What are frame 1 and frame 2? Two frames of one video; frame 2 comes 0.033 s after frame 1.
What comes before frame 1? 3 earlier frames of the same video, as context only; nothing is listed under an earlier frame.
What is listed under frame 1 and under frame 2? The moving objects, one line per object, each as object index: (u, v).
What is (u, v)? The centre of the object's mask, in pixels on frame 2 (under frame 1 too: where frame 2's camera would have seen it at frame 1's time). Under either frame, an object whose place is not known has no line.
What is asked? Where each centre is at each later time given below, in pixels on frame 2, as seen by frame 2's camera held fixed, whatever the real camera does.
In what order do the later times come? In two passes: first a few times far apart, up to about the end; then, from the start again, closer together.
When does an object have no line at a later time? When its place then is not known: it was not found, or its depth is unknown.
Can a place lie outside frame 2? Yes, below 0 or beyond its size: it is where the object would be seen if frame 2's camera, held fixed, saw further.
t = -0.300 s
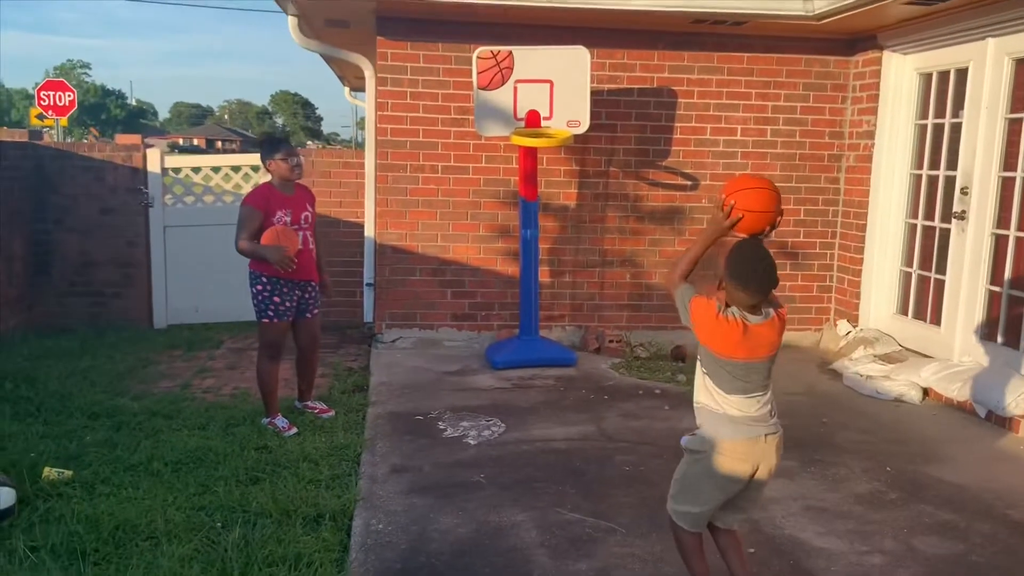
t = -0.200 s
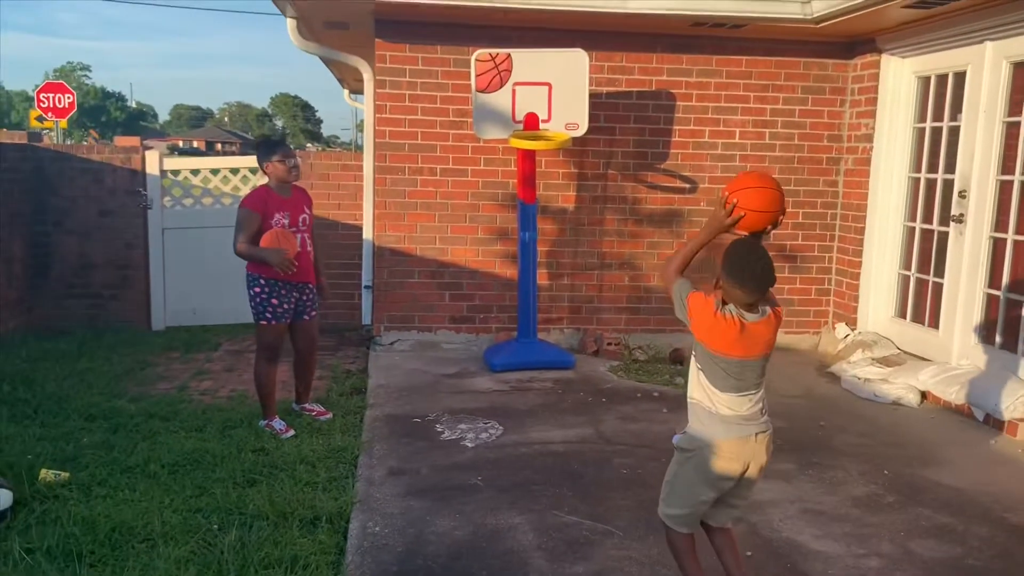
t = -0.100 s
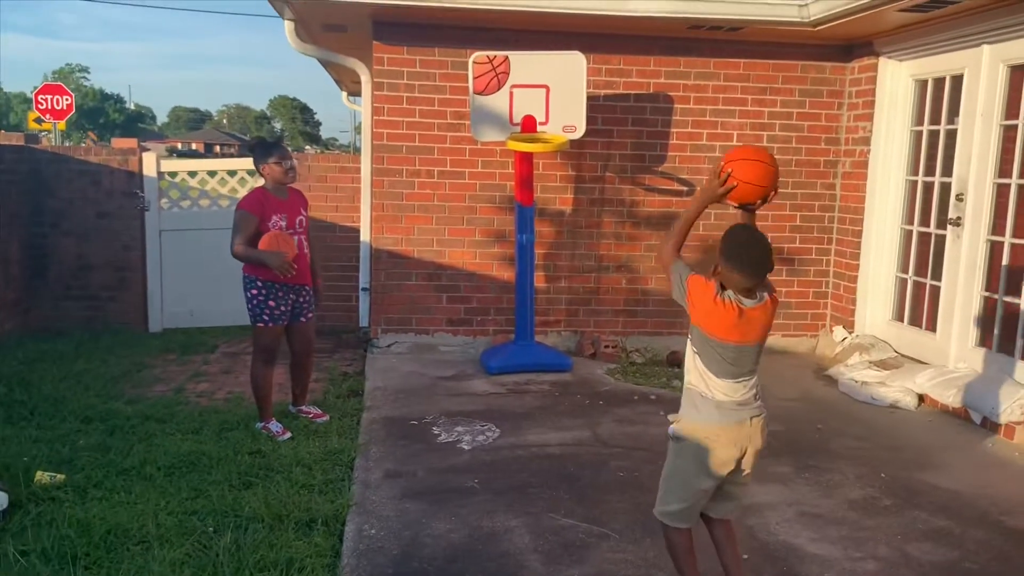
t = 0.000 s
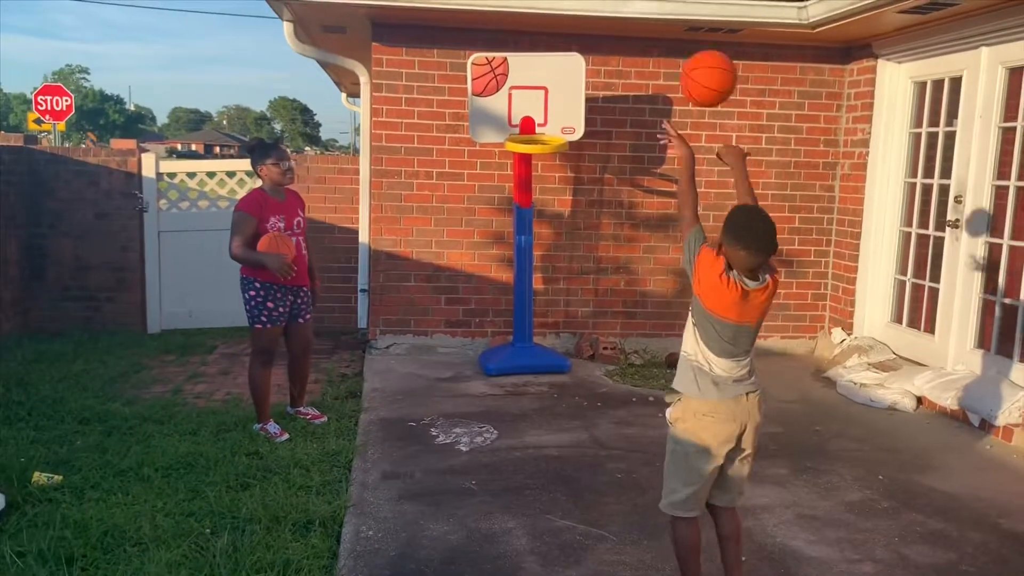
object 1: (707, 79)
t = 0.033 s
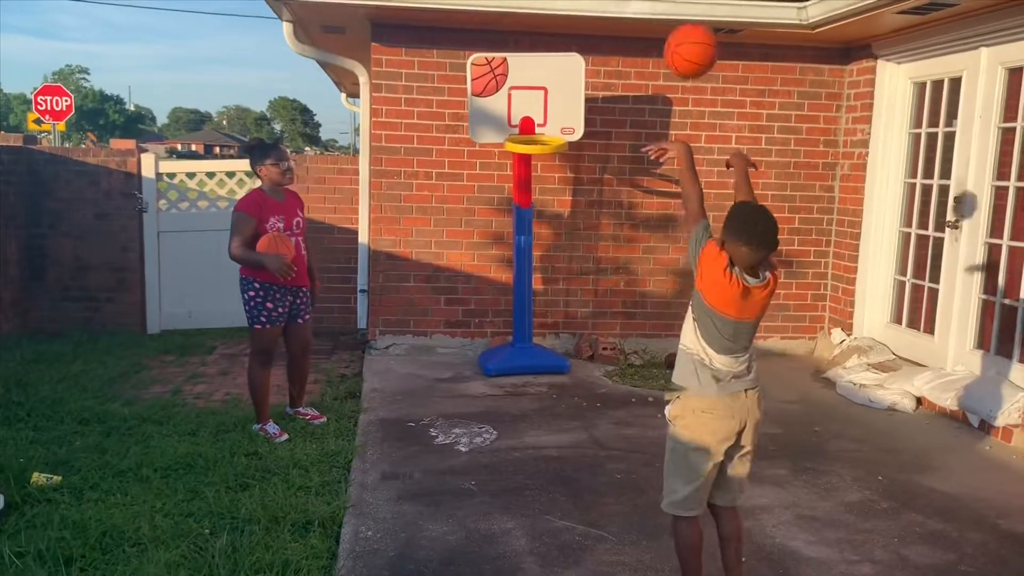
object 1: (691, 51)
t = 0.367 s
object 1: (567, 5)
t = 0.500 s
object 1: (531, 35)
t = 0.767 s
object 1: (475, 193)
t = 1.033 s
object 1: (443, 340)
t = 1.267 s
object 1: (449, 333)
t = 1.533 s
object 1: (458, 439)
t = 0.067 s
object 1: (675, 28)
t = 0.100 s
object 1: (661, 15)
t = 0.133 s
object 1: (647, 8)
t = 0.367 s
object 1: (567, 5)
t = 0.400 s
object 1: (558, 8)
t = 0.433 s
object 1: (548, 13)
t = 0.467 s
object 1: (539, 21)
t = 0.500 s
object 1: (531, 35)
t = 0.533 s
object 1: (523, 51)
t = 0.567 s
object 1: (516, 69)
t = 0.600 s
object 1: (509, 88)
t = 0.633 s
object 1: (501, 107)
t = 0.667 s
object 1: (494, 127)
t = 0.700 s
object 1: (487, 148)
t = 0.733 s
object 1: (481, 171)
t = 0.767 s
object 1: (475, 193)
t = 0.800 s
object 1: (470, 216)
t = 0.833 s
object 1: (464, 240)
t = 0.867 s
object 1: (459, 264)
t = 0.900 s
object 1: (454, 288)
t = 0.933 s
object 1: (449, 314)
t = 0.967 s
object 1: (444, 339)
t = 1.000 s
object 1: (443, 347)
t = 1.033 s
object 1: (443, 340)
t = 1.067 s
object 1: (445, 334)
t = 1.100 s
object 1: (446, 331)
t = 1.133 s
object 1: (447, 327)
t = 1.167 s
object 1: (447, 326)
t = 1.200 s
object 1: (448, 326)
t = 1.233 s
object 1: (448, 329)
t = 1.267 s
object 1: (449, 333)
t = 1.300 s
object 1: (450, 339)
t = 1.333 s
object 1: (451, 348)
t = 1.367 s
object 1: (453, 359)
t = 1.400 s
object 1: (453, 373)
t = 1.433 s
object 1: (455, 389)
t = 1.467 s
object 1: (456, 408)
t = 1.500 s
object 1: (457, 432)
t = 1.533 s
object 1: (458, 439)
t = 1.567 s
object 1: (459, 434)
